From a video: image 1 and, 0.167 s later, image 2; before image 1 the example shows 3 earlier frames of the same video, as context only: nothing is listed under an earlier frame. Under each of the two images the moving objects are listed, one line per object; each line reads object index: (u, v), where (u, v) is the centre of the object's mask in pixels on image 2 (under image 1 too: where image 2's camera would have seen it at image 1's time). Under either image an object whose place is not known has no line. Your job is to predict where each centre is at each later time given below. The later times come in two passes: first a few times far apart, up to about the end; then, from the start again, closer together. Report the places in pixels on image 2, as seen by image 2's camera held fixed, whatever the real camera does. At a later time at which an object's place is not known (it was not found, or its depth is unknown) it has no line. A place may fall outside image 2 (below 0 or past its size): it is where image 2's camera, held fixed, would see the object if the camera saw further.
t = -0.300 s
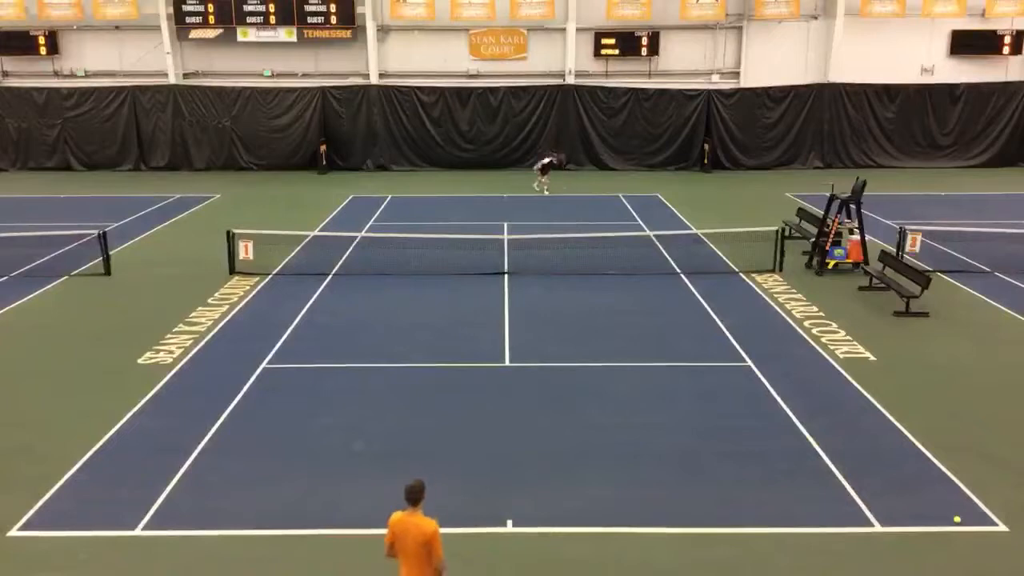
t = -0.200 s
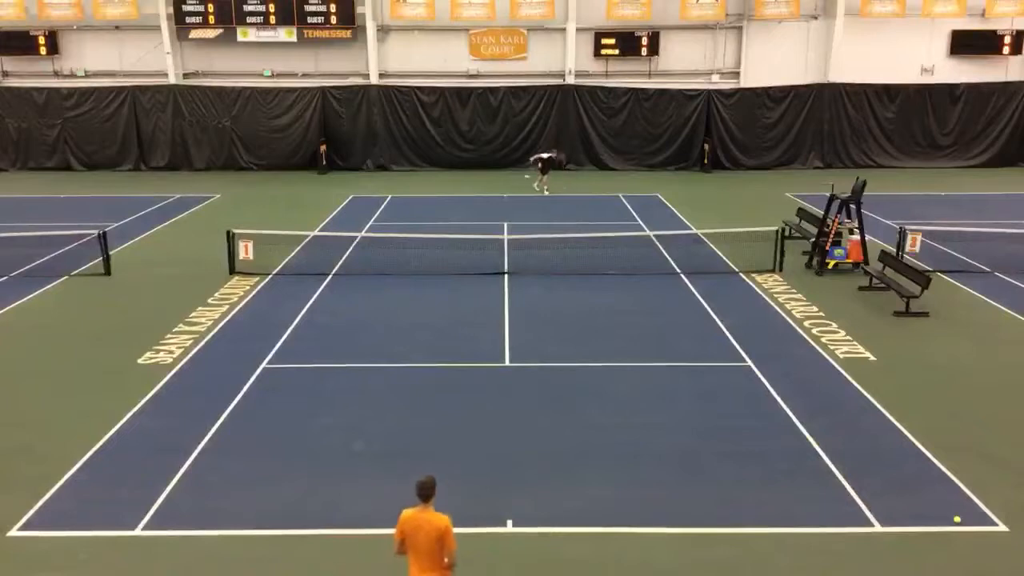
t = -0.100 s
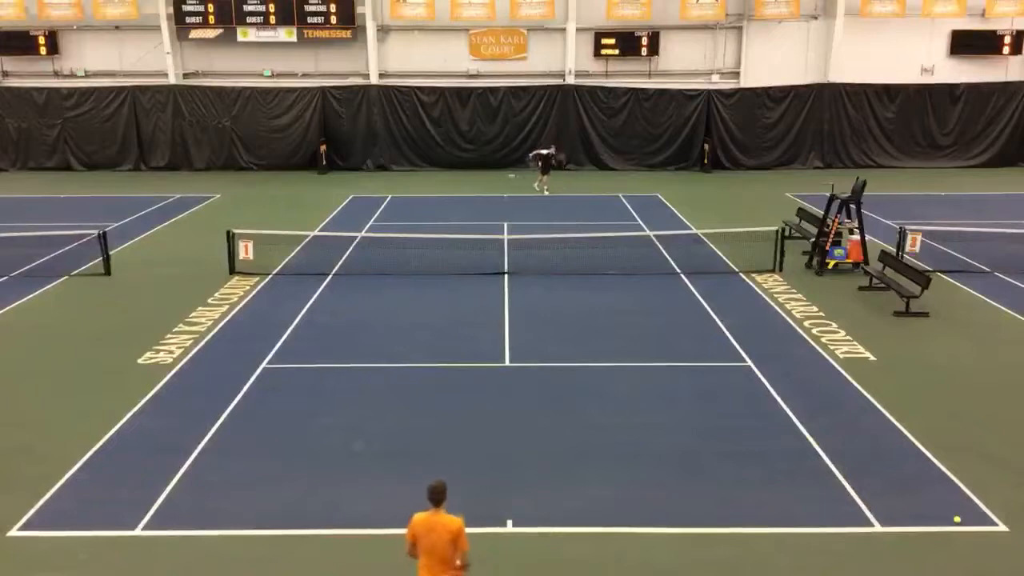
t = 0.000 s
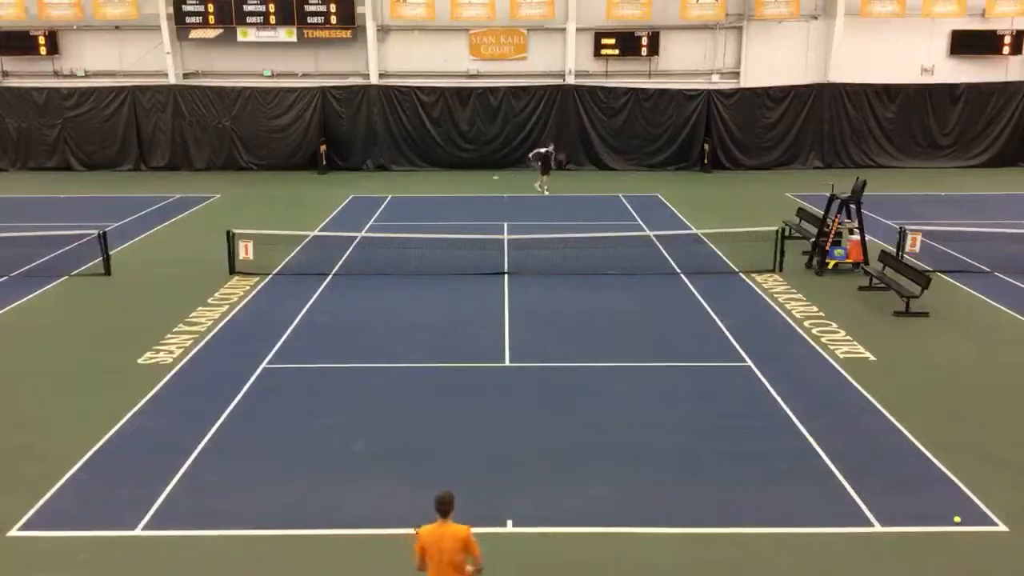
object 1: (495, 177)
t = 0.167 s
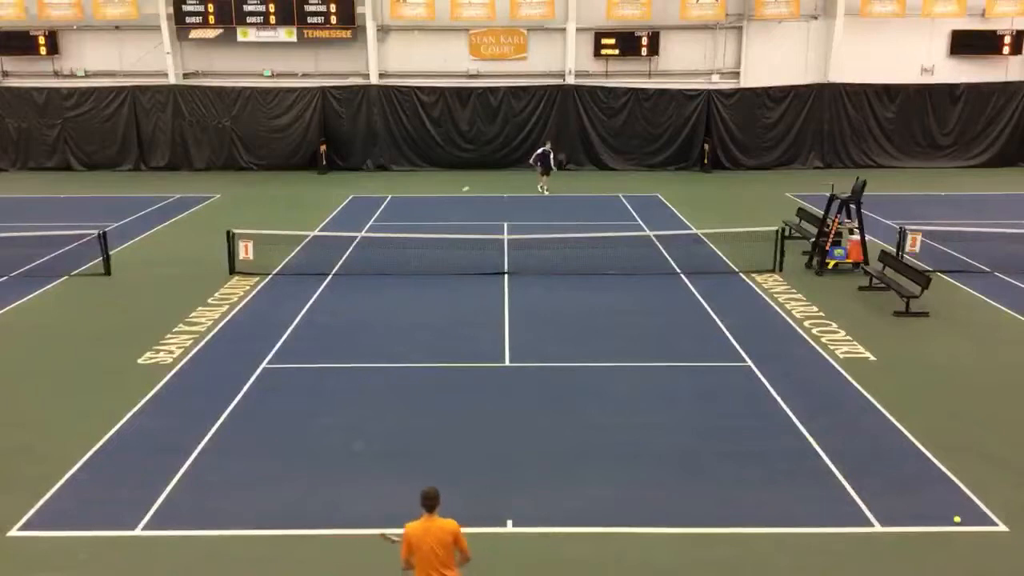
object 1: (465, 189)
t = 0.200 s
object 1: (459, 192)
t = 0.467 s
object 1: (404, 247)
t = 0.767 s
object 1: (328, 386)
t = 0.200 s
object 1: (459, 192)
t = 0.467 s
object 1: (404, 247)
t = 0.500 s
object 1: (398, 257)
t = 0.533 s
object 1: (390, 269)
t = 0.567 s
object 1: (381, 282)
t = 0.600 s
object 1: (373, 295)
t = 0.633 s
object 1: (365, 310)
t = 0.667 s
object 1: (356, 327)
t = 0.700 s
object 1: (347, 346)
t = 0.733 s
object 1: (338, 365)
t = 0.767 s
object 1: (328, 386)
